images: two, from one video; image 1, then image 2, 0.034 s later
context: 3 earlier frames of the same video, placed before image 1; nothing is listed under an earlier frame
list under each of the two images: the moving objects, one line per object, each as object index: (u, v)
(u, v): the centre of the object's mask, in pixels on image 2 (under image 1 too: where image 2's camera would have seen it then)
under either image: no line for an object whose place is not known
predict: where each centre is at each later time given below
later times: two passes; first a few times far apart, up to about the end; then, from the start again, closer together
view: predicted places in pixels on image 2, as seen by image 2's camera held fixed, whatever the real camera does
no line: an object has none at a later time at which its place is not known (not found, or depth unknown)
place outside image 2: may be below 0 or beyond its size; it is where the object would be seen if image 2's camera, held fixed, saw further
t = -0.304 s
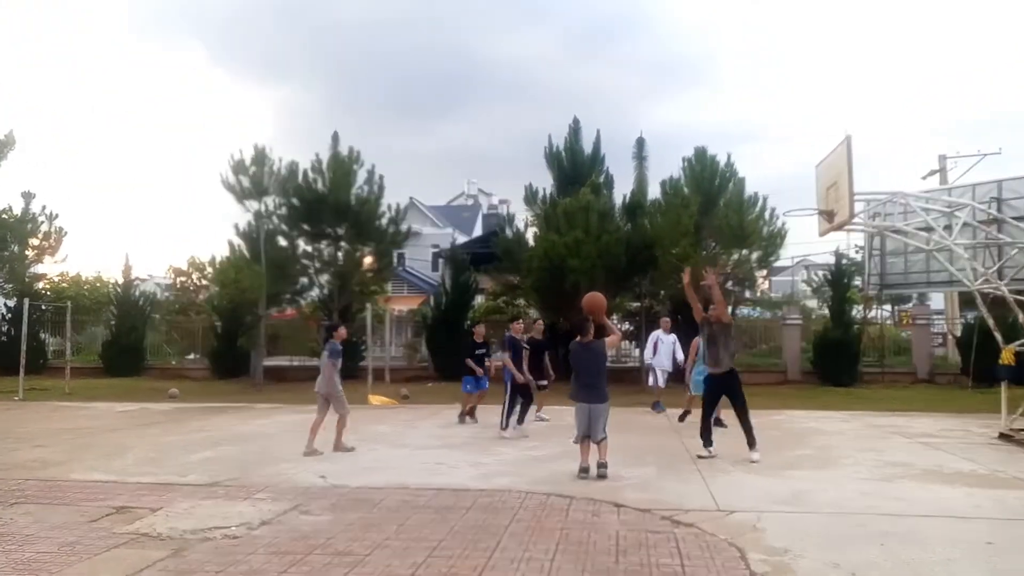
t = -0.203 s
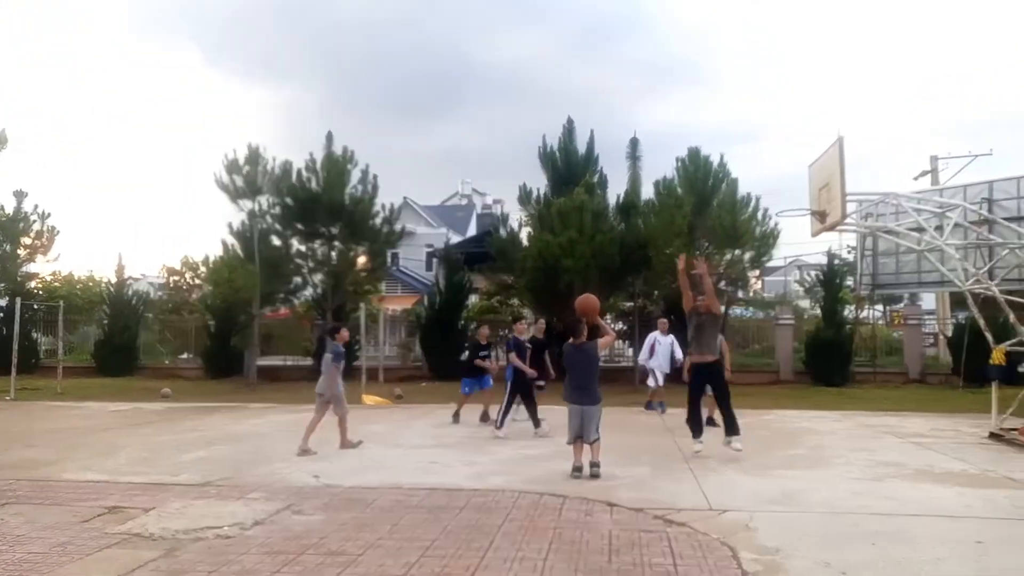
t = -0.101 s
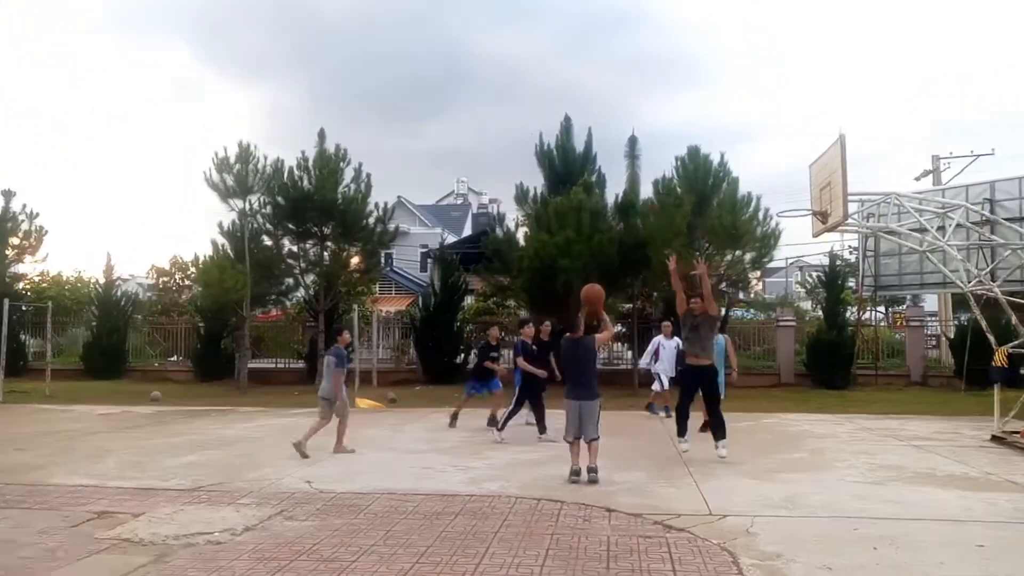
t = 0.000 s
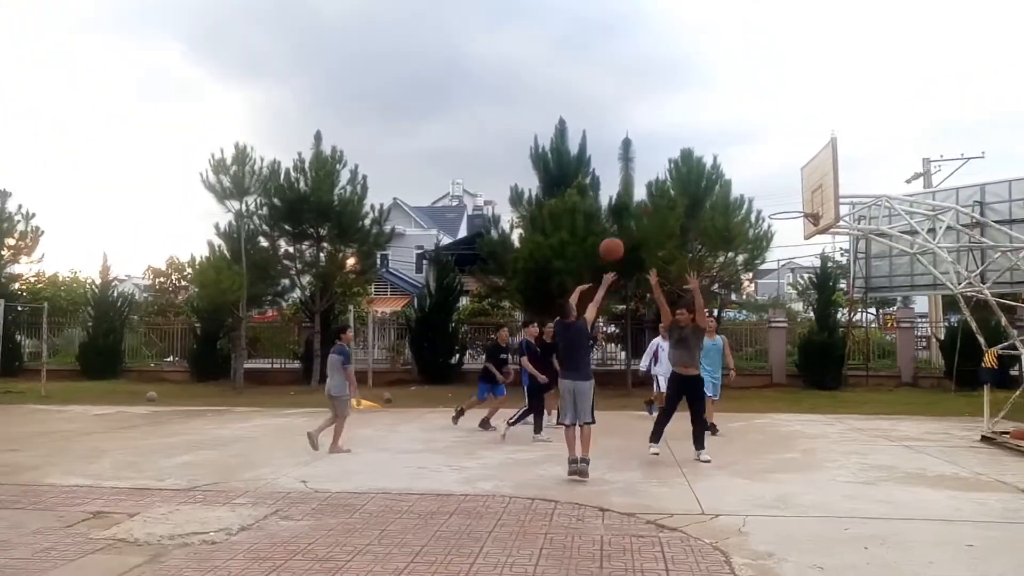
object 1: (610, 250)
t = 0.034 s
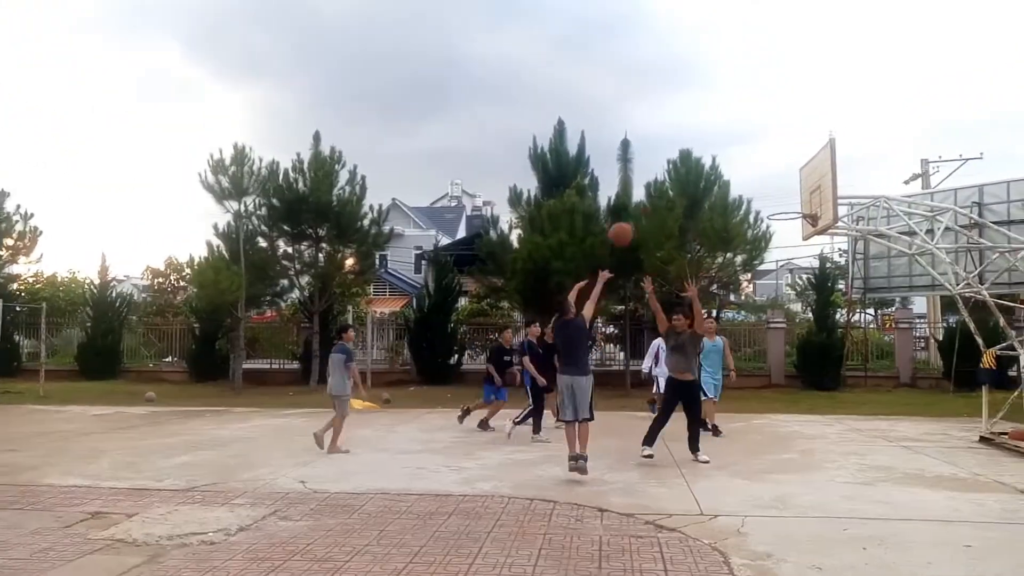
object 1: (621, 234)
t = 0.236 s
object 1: (677, 168)
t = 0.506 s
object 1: (739, 147)
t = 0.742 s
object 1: (785, 176)
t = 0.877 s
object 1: (808, 206)
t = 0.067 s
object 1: (630, 219)
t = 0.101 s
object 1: (640, 207)
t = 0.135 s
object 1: (650, 195)
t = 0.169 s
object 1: (658, 185)
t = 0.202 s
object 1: (667, 177)
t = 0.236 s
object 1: (677, 168)
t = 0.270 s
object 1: (684, 162)
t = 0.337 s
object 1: (701, 153)
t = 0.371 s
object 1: (709, 150)
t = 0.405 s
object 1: (717, 148)
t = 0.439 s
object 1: (725, 147)
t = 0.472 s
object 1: (732, 146)
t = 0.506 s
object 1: (739, 147)
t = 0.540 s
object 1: (746, 149)
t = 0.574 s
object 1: (753, 151)
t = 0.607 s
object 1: (759, 155)
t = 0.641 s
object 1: (766, 159)
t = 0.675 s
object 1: (772, 164)
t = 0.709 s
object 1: (779, 169)
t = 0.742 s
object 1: (785, 176)
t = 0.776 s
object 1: (791, 182)
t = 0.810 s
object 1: (796, 190)
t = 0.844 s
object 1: (802, 199)
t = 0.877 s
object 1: (808, 206)
